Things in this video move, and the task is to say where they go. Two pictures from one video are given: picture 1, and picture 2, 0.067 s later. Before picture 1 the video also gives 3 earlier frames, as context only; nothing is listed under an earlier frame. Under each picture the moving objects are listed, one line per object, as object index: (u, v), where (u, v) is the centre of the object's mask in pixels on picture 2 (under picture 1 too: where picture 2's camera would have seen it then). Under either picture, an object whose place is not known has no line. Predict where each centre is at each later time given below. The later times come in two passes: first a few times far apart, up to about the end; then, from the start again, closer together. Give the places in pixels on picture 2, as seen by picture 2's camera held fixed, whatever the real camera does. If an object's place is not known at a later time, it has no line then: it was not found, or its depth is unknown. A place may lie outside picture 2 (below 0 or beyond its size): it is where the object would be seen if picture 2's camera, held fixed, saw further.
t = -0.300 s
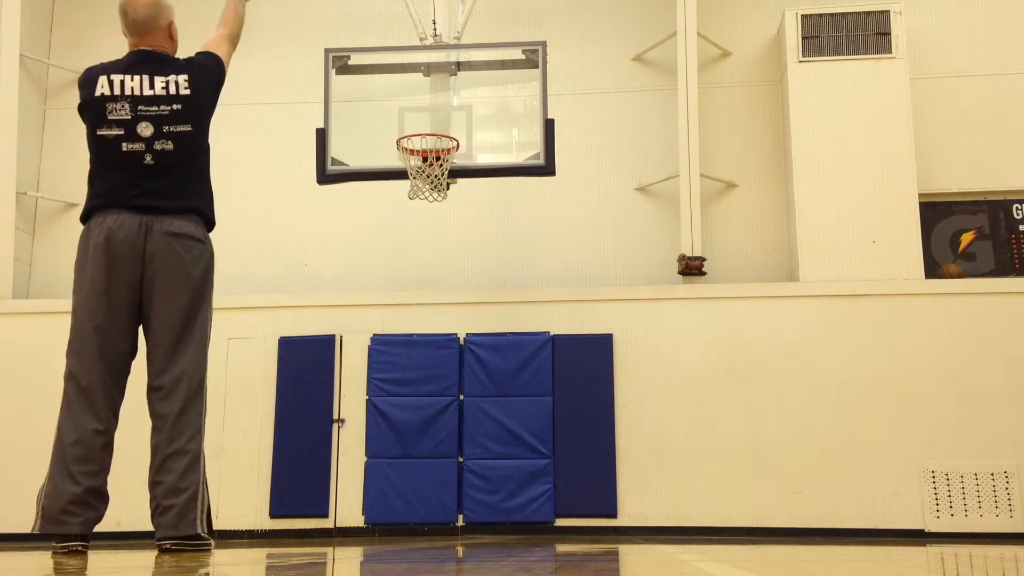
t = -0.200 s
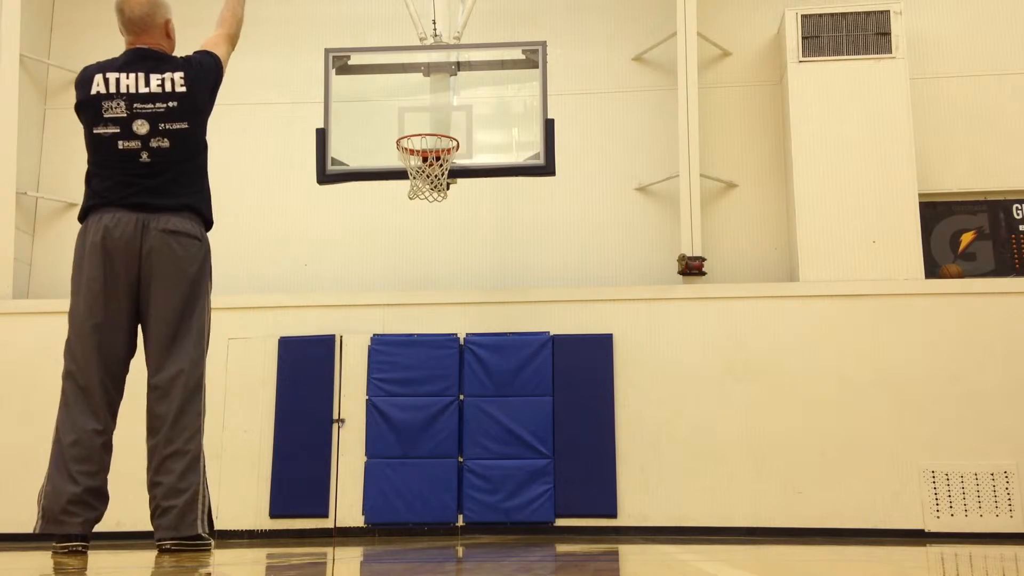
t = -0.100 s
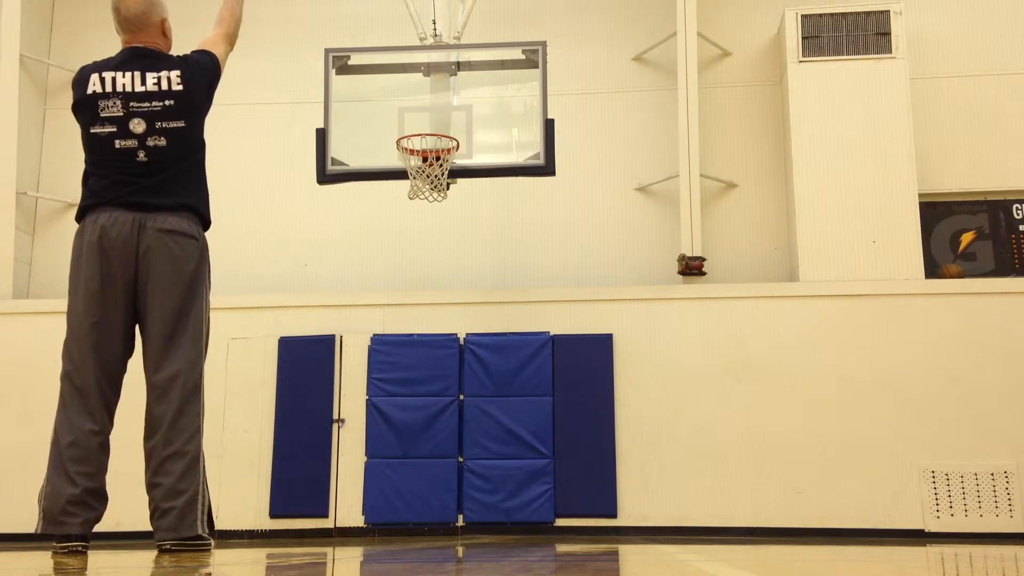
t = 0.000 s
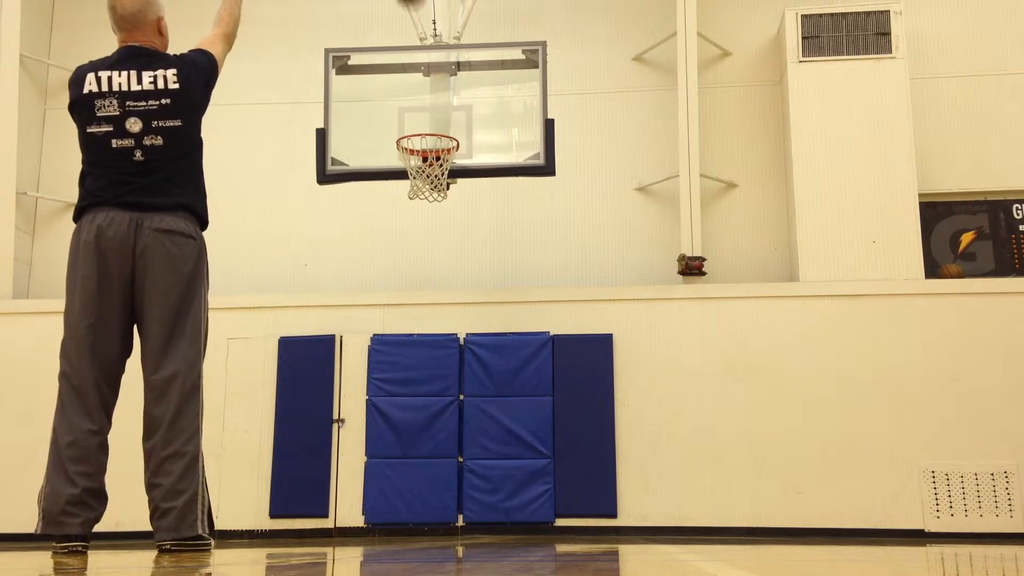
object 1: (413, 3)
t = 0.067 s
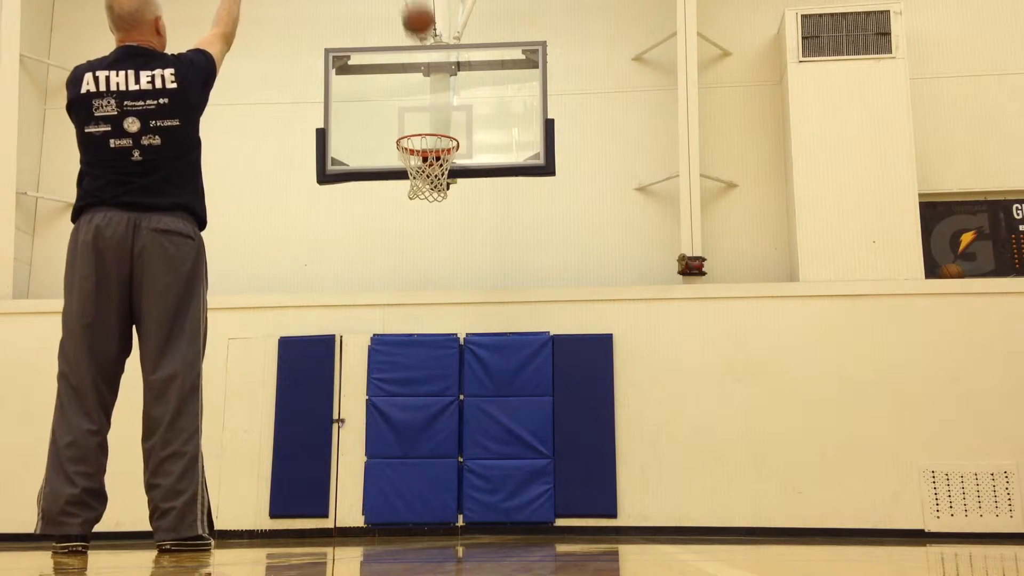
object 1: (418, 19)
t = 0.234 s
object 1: (438, 116)
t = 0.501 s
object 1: (404, 191)
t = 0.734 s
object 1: (385, 224)
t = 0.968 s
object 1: (364, 336)
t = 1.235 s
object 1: (336, 490)
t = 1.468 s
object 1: (353, 366)
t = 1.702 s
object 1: (365, 317)
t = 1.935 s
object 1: (375, 342)
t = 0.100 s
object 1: (422, 38)
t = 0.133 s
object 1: (426, 59)
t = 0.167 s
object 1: (431, 78)
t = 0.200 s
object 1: (434, 97)
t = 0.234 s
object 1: (438, 116)
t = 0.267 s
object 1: (441, 139)
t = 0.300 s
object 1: (437, 155)
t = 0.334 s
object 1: (429, 162)
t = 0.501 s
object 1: (404, 191)
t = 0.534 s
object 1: (401, 188)
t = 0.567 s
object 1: (400, 189)
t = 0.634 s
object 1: (394, 198)
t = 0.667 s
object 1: (391, 205)
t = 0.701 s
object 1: (388, 214)
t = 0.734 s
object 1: (385, 224)
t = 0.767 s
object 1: (382, 235)
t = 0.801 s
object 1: (379, 248)
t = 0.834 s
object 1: (376, 262)
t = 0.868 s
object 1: (373, 278)
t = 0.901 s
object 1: (370, 295)
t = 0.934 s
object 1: (367, 314)
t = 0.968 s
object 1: (364, 336)
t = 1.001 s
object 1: (360, 361)
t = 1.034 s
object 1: (355, 385)
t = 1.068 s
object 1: (351, 414)
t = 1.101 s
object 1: (347, 443)
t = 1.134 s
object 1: (340, 477)
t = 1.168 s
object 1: (334, 508)
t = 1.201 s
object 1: (334, 512)
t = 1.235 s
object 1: (336, 490)
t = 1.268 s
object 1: (339, 468)
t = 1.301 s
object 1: (343, 445)
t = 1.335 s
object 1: (344, 428)
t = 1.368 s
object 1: (346, 410)
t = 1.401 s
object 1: (349, 393)
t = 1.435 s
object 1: (351, 379)
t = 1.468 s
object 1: (353, 366)
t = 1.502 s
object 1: (355, 355)
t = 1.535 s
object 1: (357, 344)
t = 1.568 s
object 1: (358, 336)
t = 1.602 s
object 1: (360, 329)
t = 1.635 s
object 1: (361, 323)
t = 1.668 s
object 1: (363, 319)
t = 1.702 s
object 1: (365, 317)
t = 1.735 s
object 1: (366, 316)
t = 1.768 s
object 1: (368, 316)
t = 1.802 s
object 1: (369, 318)
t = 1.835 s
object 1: (371, 322)
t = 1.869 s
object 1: (372, 327)
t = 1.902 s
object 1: (374, 333)
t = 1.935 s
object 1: (375, 342)
